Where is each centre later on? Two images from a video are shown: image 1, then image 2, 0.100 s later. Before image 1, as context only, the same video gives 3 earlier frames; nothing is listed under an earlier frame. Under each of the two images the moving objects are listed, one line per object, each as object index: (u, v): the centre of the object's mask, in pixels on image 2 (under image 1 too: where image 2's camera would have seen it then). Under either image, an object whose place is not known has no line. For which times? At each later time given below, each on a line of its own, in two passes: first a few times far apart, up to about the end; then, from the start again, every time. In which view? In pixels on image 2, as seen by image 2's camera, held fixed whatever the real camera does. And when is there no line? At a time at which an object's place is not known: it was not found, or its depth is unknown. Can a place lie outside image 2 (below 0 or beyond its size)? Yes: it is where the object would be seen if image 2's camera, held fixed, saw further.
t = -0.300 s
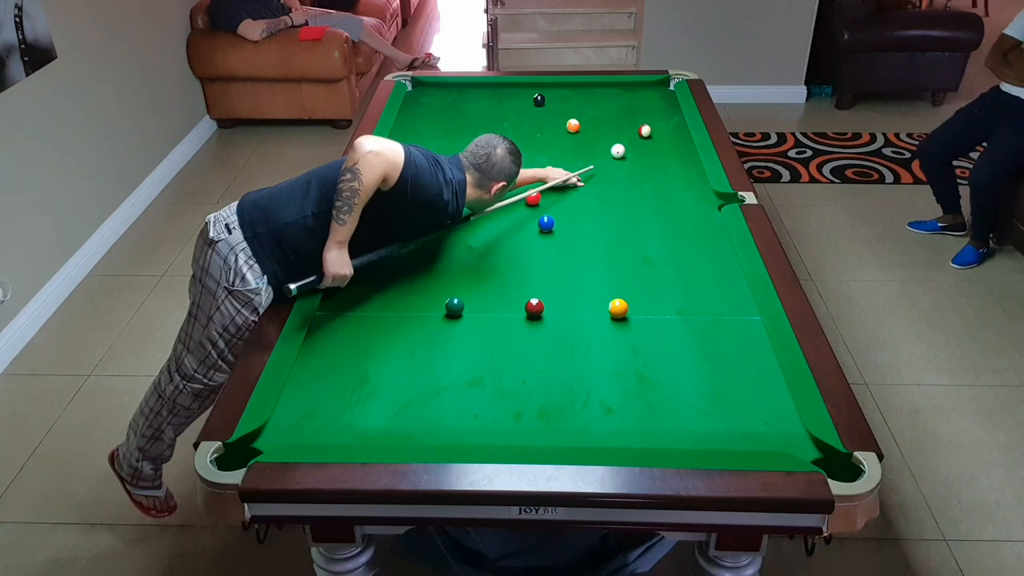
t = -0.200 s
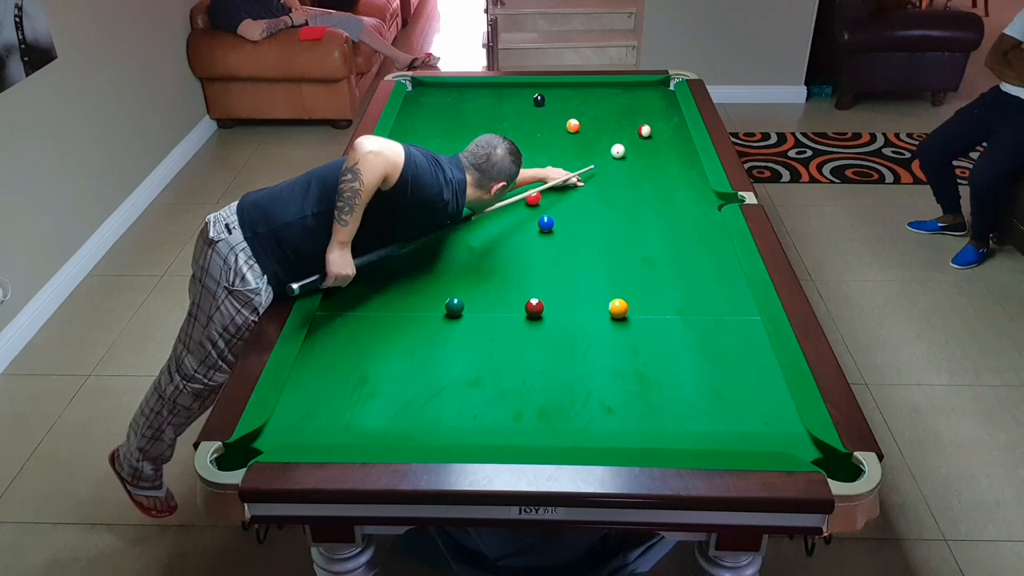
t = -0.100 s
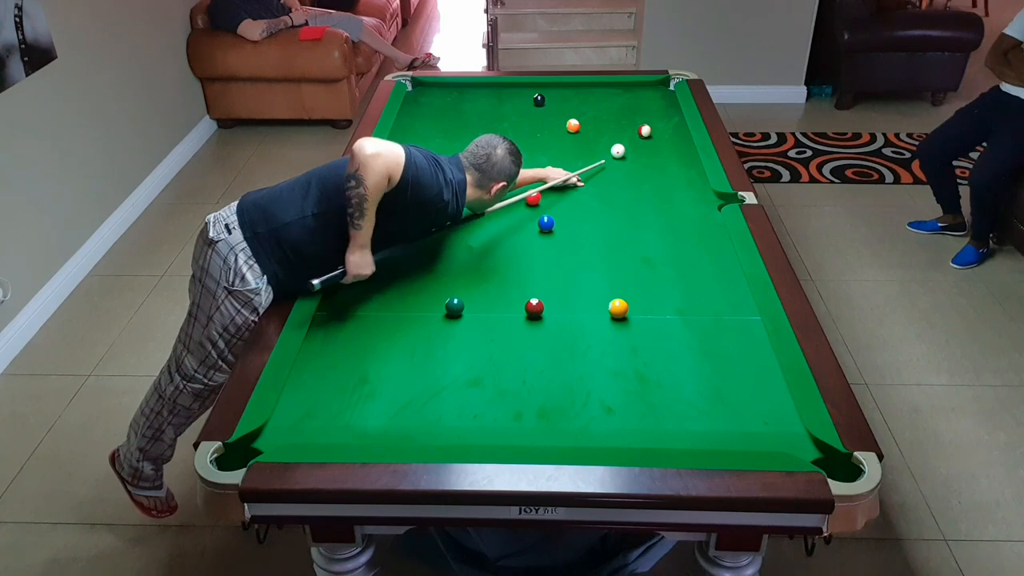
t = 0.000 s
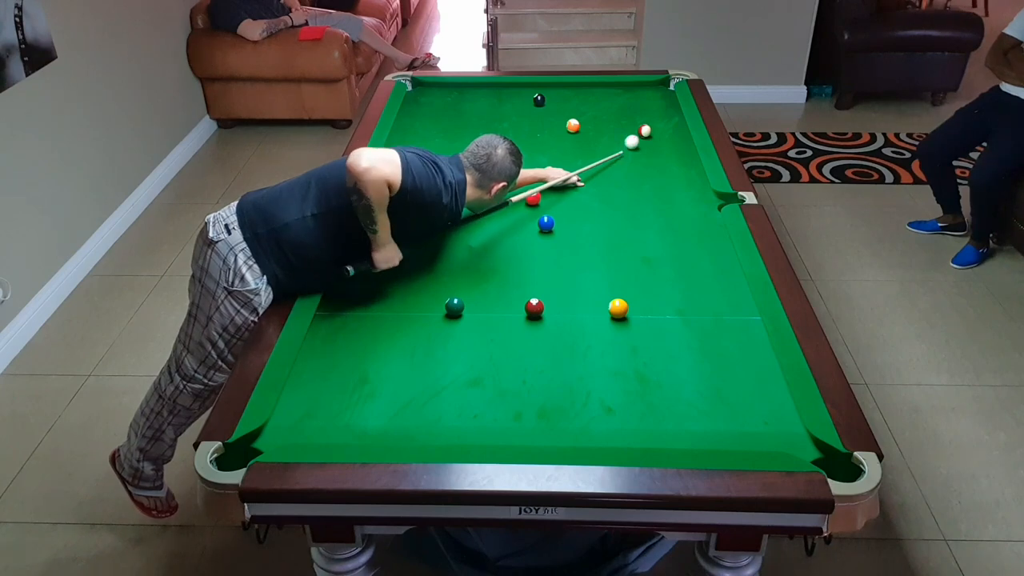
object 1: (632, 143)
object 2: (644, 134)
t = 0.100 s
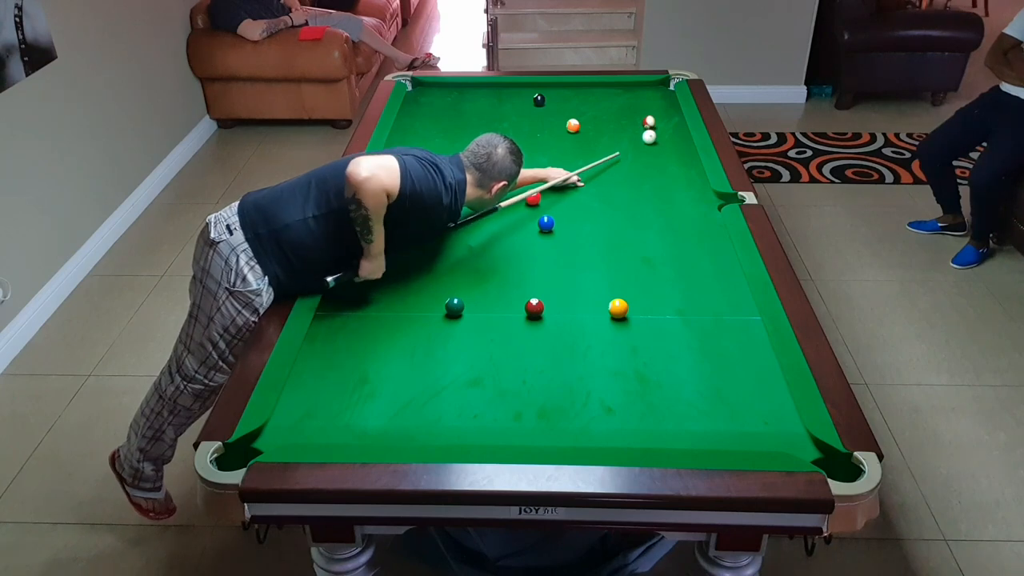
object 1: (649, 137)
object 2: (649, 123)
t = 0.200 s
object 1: (658, 140)
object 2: (655, 110)
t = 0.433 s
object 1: (676, 145)
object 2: (667, 88)
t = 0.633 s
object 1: (688, 150)
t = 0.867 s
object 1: (680, 157)
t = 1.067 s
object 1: (674, 162)
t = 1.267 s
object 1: (668, 167)
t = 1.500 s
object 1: (662, 173)
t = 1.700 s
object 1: (657, 178)
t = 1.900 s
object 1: (652, 182)
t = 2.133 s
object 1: (647, 187)
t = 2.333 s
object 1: (643, 191)
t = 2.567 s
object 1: (638, 195)
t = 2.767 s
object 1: (635, 197)
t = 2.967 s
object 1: (632, 200)
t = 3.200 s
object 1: (628, 202)
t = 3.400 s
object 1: (626, 203)
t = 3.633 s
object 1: (624, 205)
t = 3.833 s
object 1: (623, 205)
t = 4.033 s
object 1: (623, 205)
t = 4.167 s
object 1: (623, 205)
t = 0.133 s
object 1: (653, 138)
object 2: (651, 118)
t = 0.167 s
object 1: (656, 139)
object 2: (653, 114)
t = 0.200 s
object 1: (658, 140)
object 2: (655, 110)
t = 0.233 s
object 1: (661, 140)
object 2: (657, 107)
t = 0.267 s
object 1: (664, 141)
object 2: (659, 103)
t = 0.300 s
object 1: (666, 142)
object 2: (661, 100)
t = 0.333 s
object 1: (669, 143)
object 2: (662, 97)
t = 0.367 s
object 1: (671, 143)
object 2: (663, 94)
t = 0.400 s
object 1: (674, 144)
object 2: (665, 91)
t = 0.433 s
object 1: (676, 145)
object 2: (667, 88)
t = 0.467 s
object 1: (679, 146)
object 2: (667, 85)
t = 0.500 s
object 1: (681, 147)
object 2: (668, 82)
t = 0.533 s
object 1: (684, 148)
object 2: (670, 81)
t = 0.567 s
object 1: (686, 148)
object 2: (673, 83)
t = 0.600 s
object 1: (689, 149)
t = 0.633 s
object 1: (688, 150)
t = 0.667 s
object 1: (687, 151)
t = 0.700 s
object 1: (686, 152)
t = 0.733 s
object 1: (685, 153)
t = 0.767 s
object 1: (684, 154)
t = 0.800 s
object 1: (683, 155)
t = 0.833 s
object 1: (682, 156)
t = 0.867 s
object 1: (680, 157)
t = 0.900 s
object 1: (679, 157)
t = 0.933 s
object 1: (678, 158)
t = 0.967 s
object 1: (677, 159)
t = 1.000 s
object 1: (676, 160)
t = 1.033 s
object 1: (675, 161)
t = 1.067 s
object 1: (674, 162)
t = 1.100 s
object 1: (673, 163)
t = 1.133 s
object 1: (672, 164)
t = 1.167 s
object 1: (671, 165)
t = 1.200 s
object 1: (670, 165)
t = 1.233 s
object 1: (669, 166)
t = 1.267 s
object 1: (668, 167)
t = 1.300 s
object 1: (667, 168)
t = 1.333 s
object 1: (666, 169)
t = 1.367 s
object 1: (665, 170)
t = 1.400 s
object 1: (665, 171)
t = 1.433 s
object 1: (664, 172)
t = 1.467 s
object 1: (663, 172)
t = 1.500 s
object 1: (662, 173)
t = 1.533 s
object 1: (661, 174)
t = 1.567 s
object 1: (660, 175)
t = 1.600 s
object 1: (659, 176)
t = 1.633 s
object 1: (658, 176)
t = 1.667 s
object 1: (657, 177)
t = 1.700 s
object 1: (657, 178)
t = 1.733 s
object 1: (656, 179)
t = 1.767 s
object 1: (655, 179)
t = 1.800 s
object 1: (654, 180)
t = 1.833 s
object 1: (653, 181)
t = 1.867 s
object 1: (653, 181)
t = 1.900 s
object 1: (652, 182)
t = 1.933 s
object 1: (651, 183)
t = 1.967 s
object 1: (651, 184)
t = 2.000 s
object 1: (650, 184)
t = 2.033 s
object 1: (649, 185)
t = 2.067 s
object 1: (648, 186)
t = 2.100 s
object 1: (648, 187)
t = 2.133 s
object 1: (647, 187)
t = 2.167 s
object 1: (646, 188)
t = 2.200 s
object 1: (645, 188)
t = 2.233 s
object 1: (645, 189)
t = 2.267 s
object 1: (644, 190)
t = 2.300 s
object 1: (644, 190)
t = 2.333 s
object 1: (643, 191)
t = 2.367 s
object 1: (642, 191)
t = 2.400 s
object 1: (641, 192)
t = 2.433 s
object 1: (641, 192)
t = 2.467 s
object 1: (640, 193)
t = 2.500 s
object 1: (640, 193)
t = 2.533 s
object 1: (639, 194)
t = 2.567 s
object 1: (638, 195)
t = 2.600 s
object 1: (638, 195)
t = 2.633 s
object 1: (637, 195)
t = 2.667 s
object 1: (636, 196)
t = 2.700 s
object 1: (636, 196)
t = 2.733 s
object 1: (635, 197)
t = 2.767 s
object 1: (635, 197)
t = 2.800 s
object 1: (634, 198)
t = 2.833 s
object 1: (634, 198)
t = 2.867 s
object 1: (633, 198)
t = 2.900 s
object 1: (633, 199)
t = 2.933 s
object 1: (632, 199)
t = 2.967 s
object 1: (632, 200)
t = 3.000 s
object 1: (631, 200)
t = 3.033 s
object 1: (631, 200)
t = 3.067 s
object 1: (630, 201)
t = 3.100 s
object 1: (630, 201)
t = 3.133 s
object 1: (629, 201)
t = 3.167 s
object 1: (629, 202)
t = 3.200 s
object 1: (628, 202)
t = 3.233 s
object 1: (628, 202)
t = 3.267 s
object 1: (628, 203)
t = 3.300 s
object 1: (627, 203)
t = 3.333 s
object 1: (627, 203)
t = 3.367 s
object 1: (626, 203)
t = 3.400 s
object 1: (626, 203)
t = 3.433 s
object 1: (626, 204)
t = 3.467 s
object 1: (625, 204)
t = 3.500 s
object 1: (625, 204)
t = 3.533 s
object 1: (625, 204)
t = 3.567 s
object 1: (624, 204)
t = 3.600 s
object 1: (624, 204)
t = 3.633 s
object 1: (624, 205)
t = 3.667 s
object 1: (624, 205)
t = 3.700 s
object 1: (623, 205)
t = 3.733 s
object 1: (623, 205)
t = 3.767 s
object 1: (623, 205)
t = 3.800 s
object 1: (623, 205)
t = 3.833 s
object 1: (623, 205)
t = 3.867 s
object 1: (623, 205)
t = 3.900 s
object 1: (623, 205)
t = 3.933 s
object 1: (623, 205)
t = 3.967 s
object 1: (623, 205)
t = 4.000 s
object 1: (623, 205)
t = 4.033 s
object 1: (623, 205)
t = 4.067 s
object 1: (623, 205)
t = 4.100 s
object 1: (623, 205)
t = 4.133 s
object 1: (623, 205)
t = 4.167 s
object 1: (623, 205)
